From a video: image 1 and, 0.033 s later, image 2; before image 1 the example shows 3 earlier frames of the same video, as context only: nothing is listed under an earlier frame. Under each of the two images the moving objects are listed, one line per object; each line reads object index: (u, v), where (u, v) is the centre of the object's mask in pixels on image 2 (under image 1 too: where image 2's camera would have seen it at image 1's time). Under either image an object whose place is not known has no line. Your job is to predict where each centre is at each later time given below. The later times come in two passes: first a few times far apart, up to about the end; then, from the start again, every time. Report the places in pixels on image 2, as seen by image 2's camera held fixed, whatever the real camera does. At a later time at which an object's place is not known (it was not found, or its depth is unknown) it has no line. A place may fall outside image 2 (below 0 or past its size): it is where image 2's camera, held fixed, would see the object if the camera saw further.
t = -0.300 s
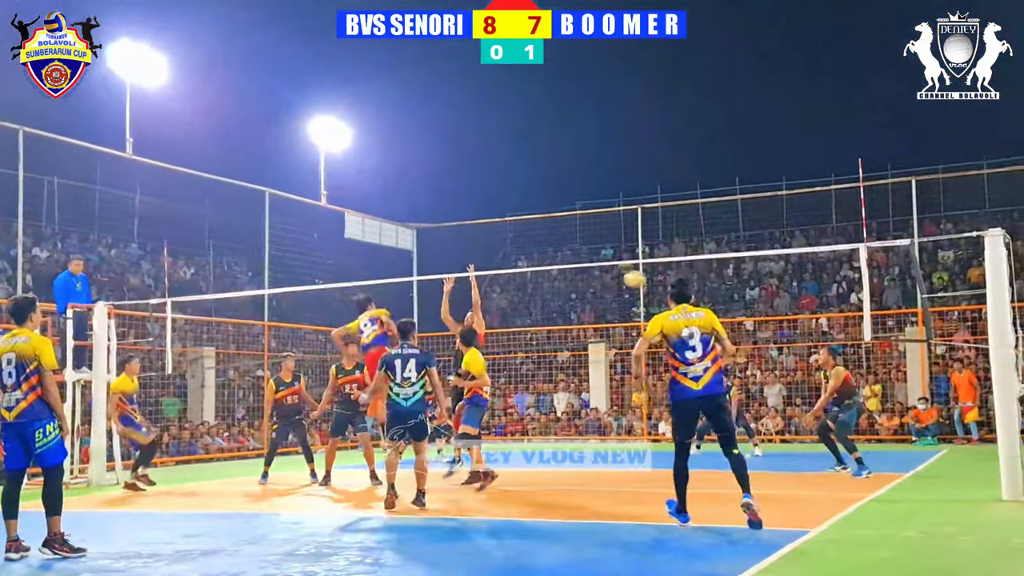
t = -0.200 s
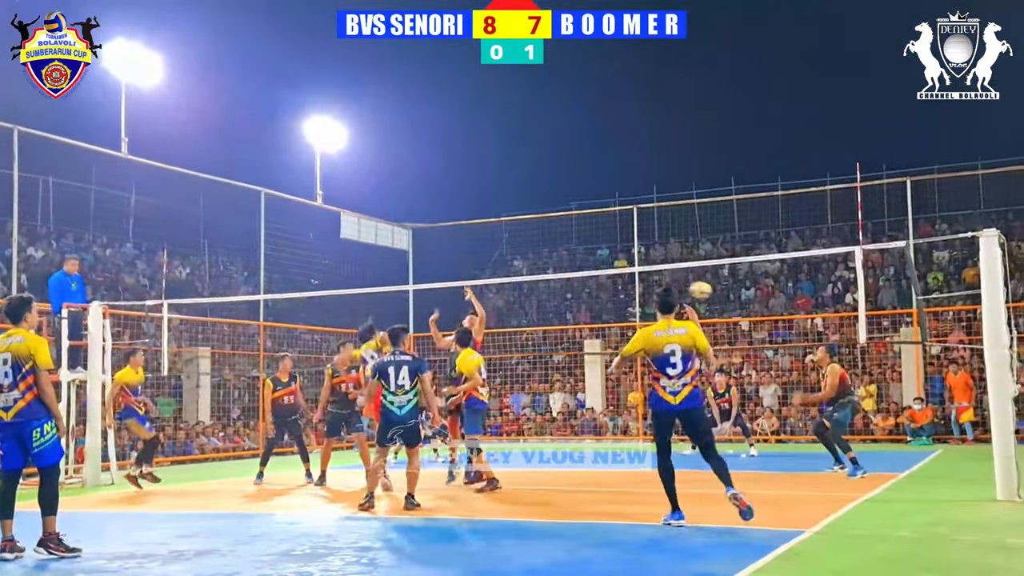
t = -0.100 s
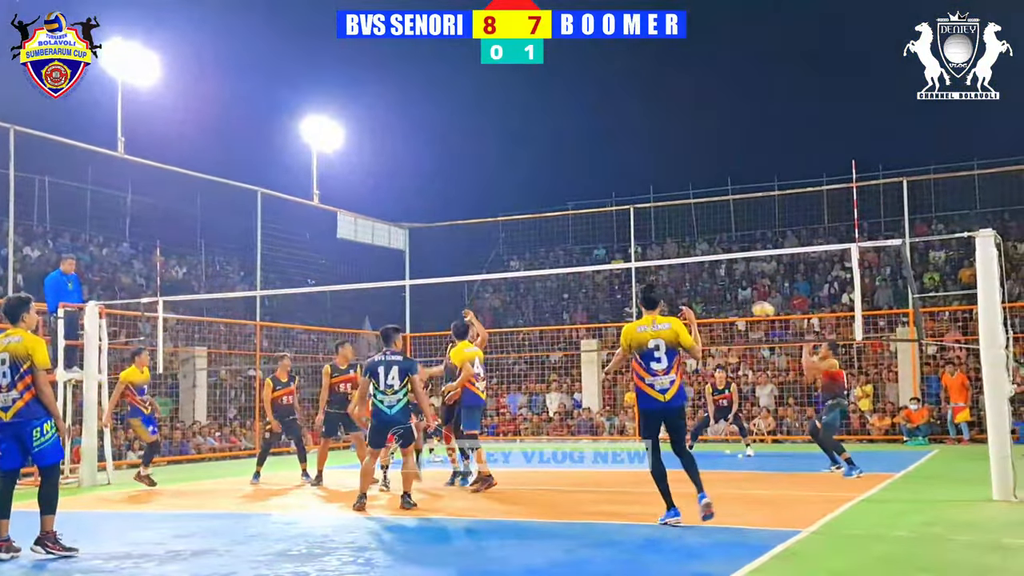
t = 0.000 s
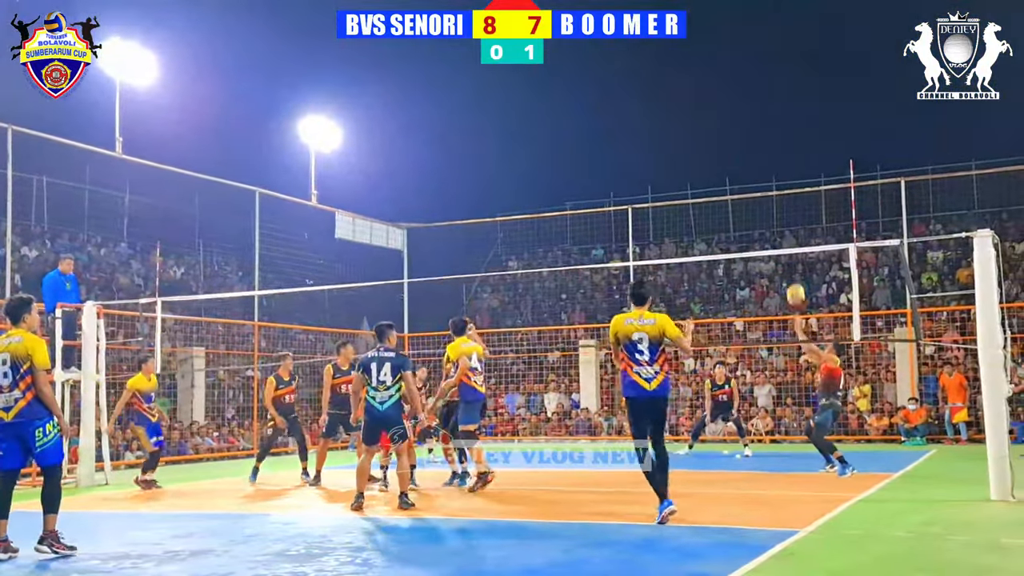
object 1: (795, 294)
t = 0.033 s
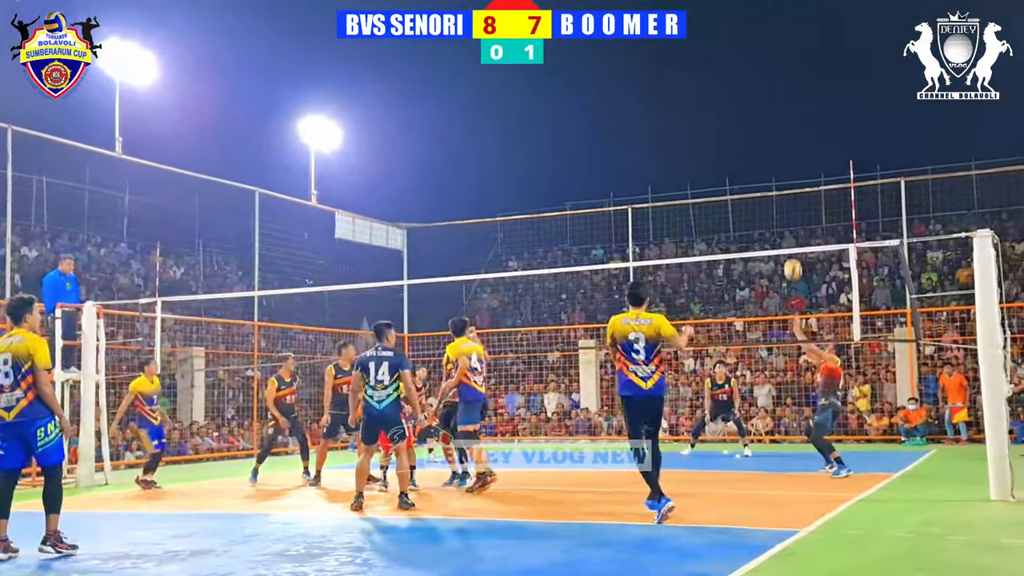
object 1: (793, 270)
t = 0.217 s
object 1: (781, 149)
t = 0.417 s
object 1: (771, 44)
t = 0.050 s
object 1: (791, 259)
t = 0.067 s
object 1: (790, 243)
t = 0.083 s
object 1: (789, 234)
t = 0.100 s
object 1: (788, 224)
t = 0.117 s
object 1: (787, 212)
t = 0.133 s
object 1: (785, 201)
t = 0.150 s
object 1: (784, 190)
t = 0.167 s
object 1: (783, 179)
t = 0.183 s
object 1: (783, 169)
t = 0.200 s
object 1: (782, 159)
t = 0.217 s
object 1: (781, 149)
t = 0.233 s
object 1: (780, 139)
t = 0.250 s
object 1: (779, 129)
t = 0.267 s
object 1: (778, 120)
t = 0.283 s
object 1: (777, 110)
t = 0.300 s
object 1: (777, 102)
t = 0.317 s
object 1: (776, 93)
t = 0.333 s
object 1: (775, 85)
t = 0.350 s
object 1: (774, 76)
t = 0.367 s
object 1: (773, 68)
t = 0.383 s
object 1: (772, 60)
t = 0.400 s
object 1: (772, 52)
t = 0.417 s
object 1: (771, 44)
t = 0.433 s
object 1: (771, 37)
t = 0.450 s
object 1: (770, 29)
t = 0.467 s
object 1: (769, 22)
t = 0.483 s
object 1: (769, 15)
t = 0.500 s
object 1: (768, 9)
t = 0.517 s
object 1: (768, 5)
